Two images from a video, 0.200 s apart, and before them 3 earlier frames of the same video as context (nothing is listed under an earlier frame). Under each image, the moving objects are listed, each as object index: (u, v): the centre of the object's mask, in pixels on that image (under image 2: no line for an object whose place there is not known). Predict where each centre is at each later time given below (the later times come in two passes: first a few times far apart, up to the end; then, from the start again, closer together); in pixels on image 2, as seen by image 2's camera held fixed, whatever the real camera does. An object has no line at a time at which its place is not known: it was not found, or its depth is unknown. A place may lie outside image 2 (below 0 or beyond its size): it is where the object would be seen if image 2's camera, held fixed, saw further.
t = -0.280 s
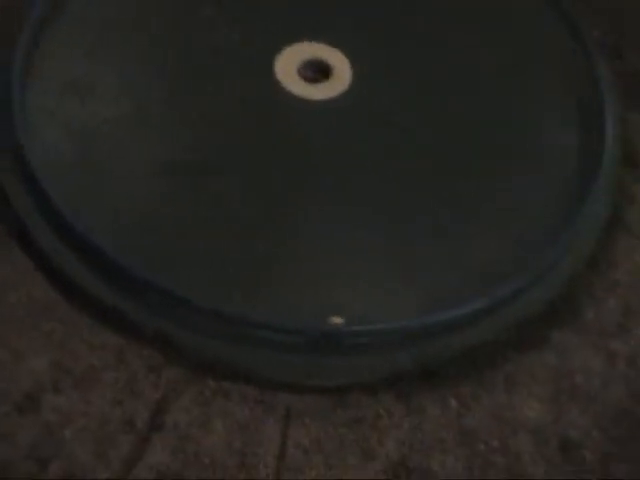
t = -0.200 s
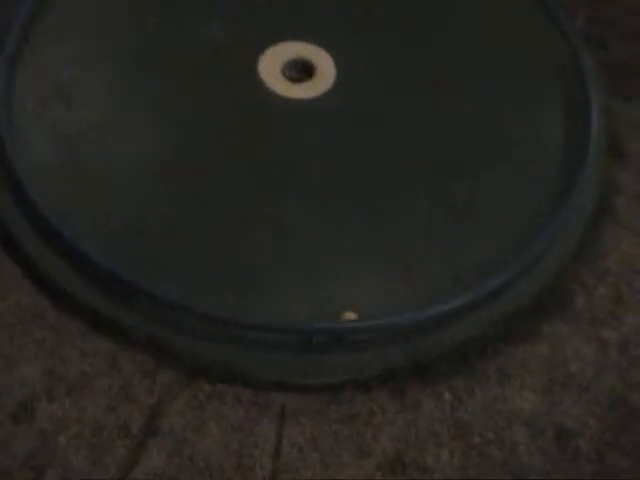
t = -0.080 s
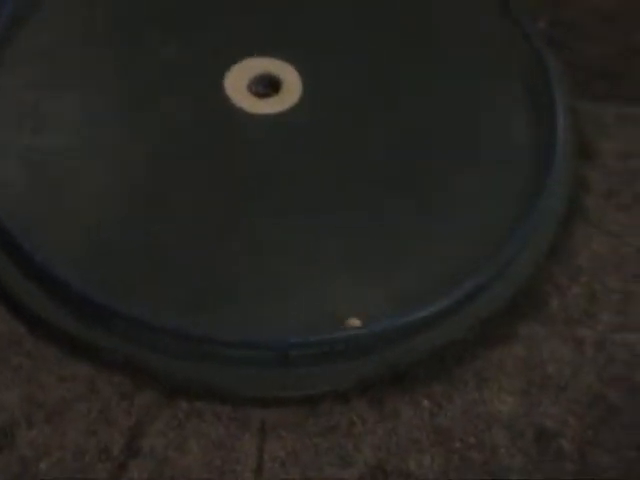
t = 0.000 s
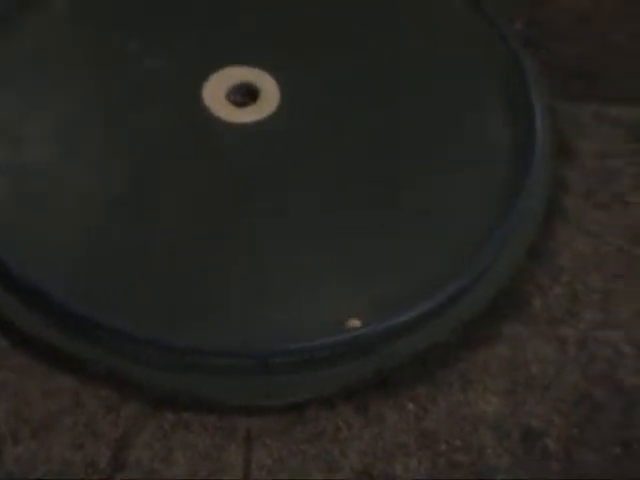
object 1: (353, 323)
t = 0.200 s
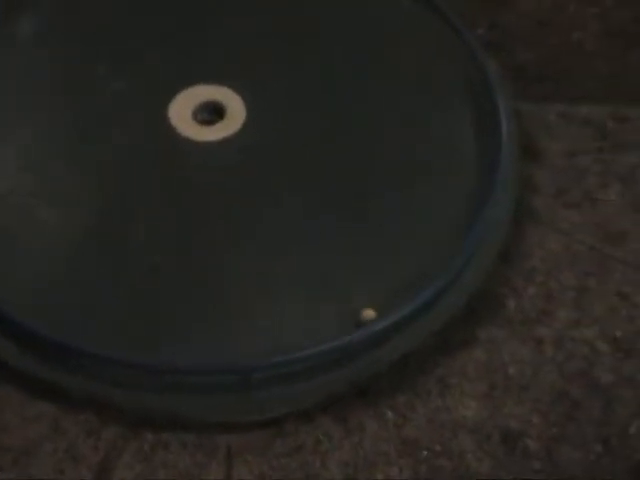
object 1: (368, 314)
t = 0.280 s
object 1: (381, 308)
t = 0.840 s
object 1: (452, 241)
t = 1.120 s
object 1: (471, 212)
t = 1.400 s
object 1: (481, 185)
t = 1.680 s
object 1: (486, 160)
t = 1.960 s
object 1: (486, 133)
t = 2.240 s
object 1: (479, 112)
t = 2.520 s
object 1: (469, 94)
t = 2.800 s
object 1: (456, 77)
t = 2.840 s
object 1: (454, 74)
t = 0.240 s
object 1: (374, 311)
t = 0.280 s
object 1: (381, 308)
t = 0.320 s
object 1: (388, 303)
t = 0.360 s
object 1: (394, 298)
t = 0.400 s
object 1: (400, 293)
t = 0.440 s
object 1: (407, 289)
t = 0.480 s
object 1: (413, 285)
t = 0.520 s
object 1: (418, 280)
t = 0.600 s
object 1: (429, 271)
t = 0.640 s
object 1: (433, 265)
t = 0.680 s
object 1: (437, 261)
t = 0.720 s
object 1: (442, 256)
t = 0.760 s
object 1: (445, 251)
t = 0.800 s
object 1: (449, 246)
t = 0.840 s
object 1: (452, 241)
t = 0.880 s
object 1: (455, 237)
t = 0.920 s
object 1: (457, 232)
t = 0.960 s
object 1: (460, 228)
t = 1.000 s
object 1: (463, 225)
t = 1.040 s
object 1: (466, 220)
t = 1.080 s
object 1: (469, 216)
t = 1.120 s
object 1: (471, 212)
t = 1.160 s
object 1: (473, 209)
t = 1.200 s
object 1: (475, 204)
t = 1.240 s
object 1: (476, 201)
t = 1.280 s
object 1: (477, 197)
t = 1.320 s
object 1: (479, 193)
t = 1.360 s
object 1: (481, 189)
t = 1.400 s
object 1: (481, 185)
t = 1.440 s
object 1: (483, 181)
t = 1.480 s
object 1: (483, 178)
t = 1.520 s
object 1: (484, 175)
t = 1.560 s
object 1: (484, 171)
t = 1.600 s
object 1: (485, 167)
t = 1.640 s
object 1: (485, 164)
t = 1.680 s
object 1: (486, 160)
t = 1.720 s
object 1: (486, 156)
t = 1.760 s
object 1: (486, 153)
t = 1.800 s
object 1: (487, 149)
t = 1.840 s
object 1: (487, 145)
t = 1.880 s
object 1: (487, 141)
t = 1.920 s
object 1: (486, 137)
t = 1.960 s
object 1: (486, 133)
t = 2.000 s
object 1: (485, 130)
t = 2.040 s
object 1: (484, 126)
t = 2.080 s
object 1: (483, 123)
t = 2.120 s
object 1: (483, 120)
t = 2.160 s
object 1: (481, 117)
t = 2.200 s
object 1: (480, 114)
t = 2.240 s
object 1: (479, 112)
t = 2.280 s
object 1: (477, 109)
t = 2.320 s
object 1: (476, 106)
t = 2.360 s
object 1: (475, 103)
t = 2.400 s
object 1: (474, 101)
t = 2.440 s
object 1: (472, 98)
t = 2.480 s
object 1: (471, 96)
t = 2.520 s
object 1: (469, 94)
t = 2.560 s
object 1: (467, 91)
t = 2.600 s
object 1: (465, 89)
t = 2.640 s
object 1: (463, 86)
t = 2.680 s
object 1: (461, 84)
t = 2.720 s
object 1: (459, 82)
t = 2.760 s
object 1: (457, 79)
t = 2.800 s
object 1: (456, 77)
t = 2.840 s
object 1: (454, 74)
